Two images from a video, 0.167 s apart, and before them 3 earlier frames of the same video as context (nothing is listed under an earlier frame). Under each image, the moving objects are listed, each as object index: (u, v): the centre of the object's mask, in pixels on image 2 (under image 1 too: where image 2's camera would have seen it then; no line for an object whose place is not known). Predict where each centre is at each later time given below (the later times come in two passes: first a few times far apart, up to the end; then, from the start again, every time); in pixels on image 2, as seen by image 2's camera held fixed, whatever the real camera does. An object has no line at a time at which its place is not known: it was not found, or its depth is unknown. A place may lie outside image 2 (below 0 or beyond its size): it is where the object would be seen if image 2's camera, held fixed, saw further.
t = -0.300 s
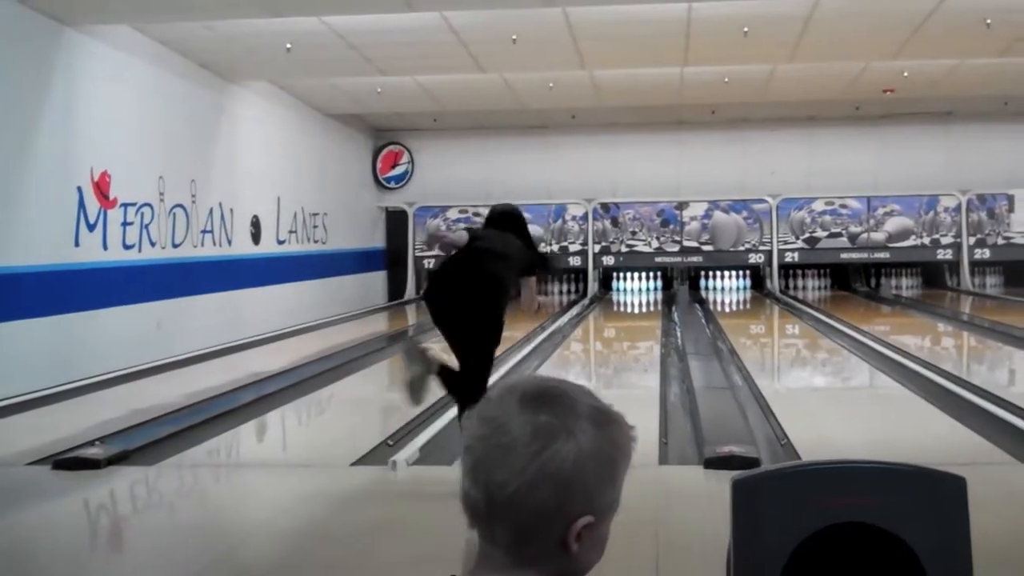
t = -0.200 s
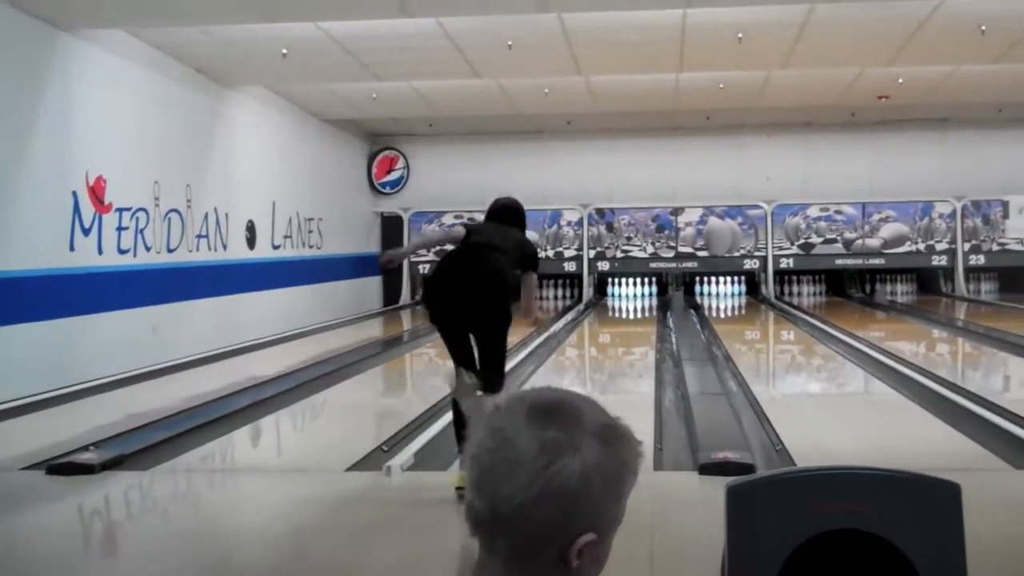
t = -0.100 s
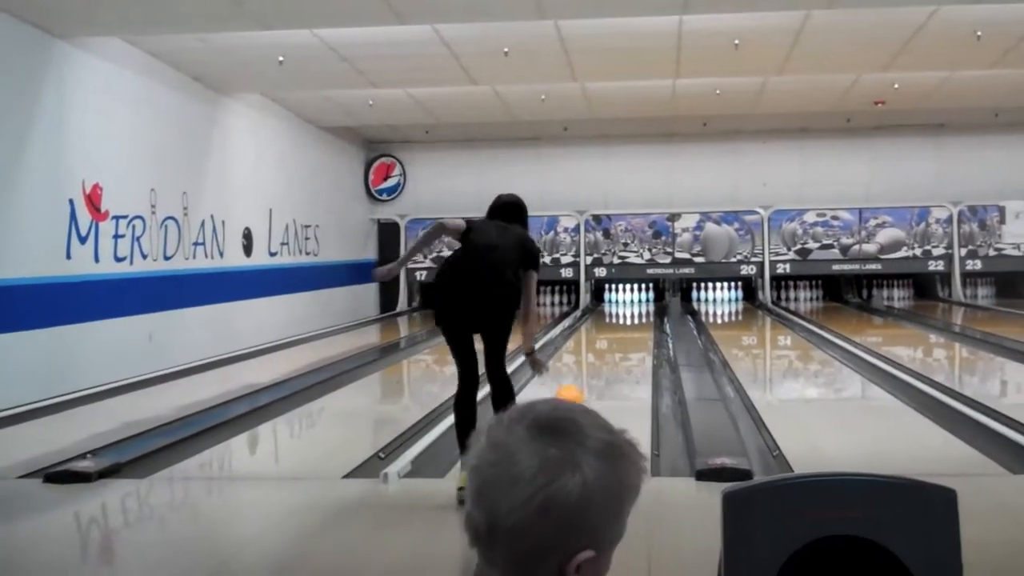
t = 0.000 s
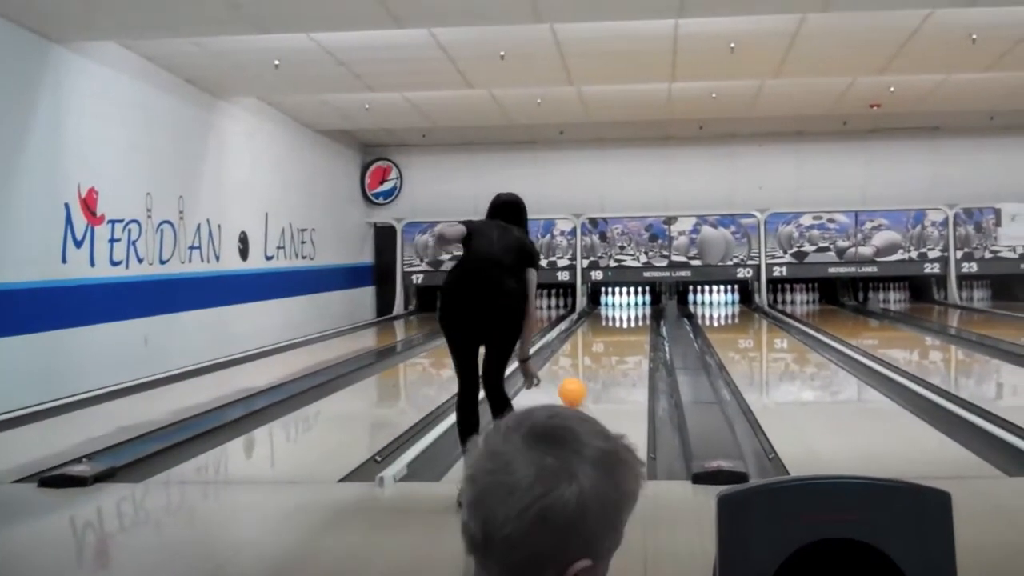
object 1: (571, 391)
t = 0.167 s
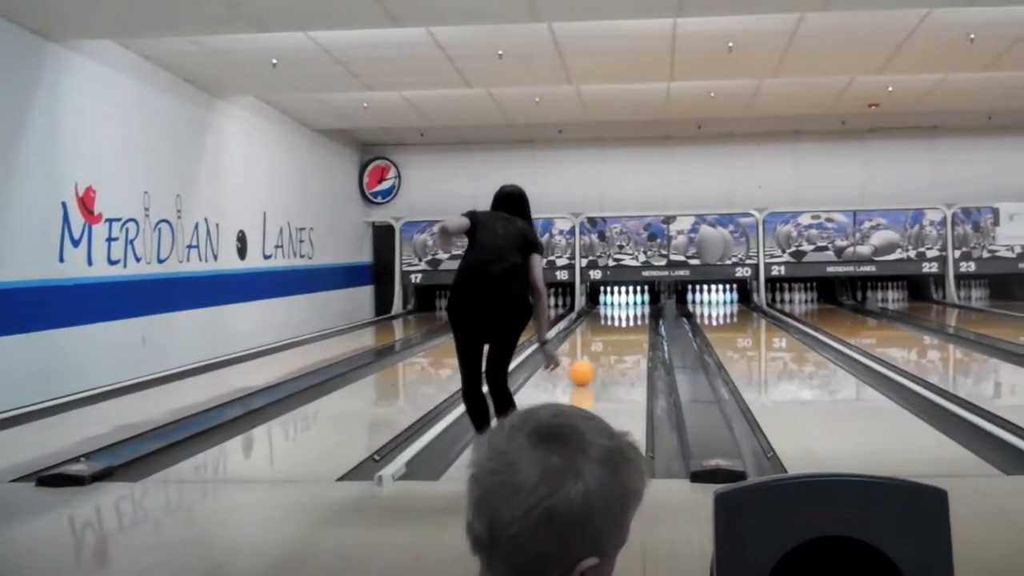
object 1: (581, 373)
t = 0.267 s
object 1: (586, 365)
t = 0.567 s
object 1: (596, 347)
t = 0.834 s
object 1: (603, 334)
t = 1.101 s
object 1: (606, 325)
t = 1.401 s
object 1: (611, 317)
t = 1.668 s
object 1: (614, 311)
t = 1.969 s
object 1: (616, 304)
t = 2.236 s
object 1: (614, 306)
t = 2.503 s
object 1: (614, 301)
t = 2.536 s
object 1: (613, 301)
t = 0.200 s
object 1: (582, 371)
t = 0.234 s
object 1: (584, 369)
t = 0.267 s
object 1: (586, 365)
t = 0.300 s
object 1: (587, 363)
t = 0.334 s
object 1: (588, 361)
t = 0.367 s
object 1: (590, 358)
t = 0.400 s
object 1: (591, 357)
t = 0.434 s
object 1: (592, 355)
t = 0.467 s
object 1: (594, 351)
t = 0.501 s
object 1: (594, 351)
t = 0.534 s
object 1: (595, 349)
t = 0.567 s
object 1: (596, 347)
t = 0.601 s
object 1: (596, 346)
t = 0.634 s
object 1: (598, 343)
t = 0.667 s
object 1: (599, 341)
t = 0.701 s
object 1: (600, 340)
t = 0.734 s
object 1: (600, 339)
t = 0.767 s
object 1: (601, 337)
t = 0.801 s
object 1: (602, 336)
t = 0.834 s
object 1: (603, 334)
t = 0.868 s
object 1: (603, 333)
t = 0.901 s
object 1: (604, 332)
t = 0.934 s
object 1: (604, 330)
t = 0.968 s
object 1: (605, 329)
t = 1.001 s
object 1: (605, 328)
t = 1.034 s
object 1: (606, 327)
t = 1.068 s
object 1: (606, 326)
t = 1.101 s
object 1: (606, 325)
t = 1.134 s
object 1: (607, 324)
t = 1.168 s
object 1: (608, 322)
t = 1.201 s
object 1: (608, 322)
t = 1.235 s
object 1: (609, 321)
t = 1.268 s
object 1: (609, 320)
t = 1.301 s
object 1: (610, 319)
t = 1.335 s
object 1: (611, 318)
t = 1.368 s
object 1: (611, 318)
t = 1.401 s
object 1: (611, 317)
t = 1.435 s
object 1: (612, 317)
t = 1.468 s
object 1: (612, 316)
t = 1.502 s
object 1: (612, 314)
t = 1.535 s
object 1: (613, 313)
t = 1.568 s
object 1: (613, 312)
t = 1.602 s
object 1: (613, 312)
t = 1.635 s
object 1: (613, 312)
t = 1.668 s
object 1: (614, 311)
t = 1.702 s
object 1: (614, 311)
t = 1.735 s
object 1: (615, 309)
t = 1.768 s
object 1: (615, 309)
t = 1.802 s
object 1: (615, 309)
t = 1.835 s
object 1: (616, 308)
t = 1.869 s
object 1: (616, 307)
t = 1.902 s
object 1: (616, 307)
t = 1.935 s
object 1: (616, 306)
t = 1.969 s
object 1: (616, 304)
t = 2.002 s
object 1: (616, 304)
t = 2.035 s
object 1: (616, 305)
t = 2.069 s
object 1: (615, 305)
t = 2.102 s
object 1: (616, 306)
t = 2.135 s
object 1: (615, 305)
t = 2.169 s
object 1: (615, 306)
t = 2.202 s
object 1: (615, 305)
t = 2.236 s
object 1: (614, 306)
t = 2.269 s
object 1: (615, 303)
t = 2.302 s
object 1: (615, 303)
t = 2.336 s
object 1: (616, 301)
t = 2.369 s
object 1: (615, 301)
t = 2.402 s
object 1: (615, 301)
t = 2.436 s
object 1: (615, 301)
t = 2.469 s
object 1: (614, 301)
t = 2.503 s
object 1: (614, 301)
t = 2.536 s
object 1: (613, 301)
